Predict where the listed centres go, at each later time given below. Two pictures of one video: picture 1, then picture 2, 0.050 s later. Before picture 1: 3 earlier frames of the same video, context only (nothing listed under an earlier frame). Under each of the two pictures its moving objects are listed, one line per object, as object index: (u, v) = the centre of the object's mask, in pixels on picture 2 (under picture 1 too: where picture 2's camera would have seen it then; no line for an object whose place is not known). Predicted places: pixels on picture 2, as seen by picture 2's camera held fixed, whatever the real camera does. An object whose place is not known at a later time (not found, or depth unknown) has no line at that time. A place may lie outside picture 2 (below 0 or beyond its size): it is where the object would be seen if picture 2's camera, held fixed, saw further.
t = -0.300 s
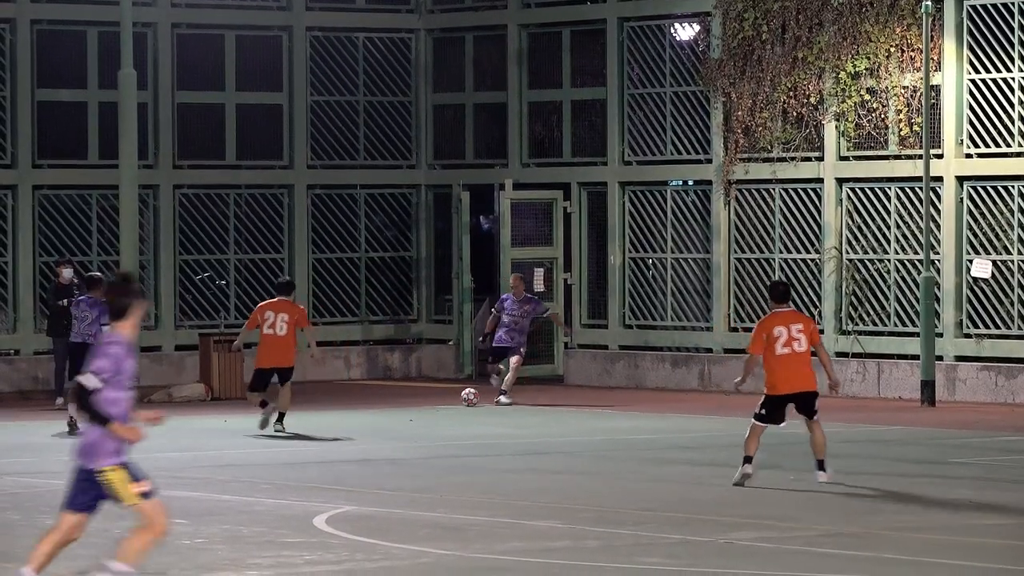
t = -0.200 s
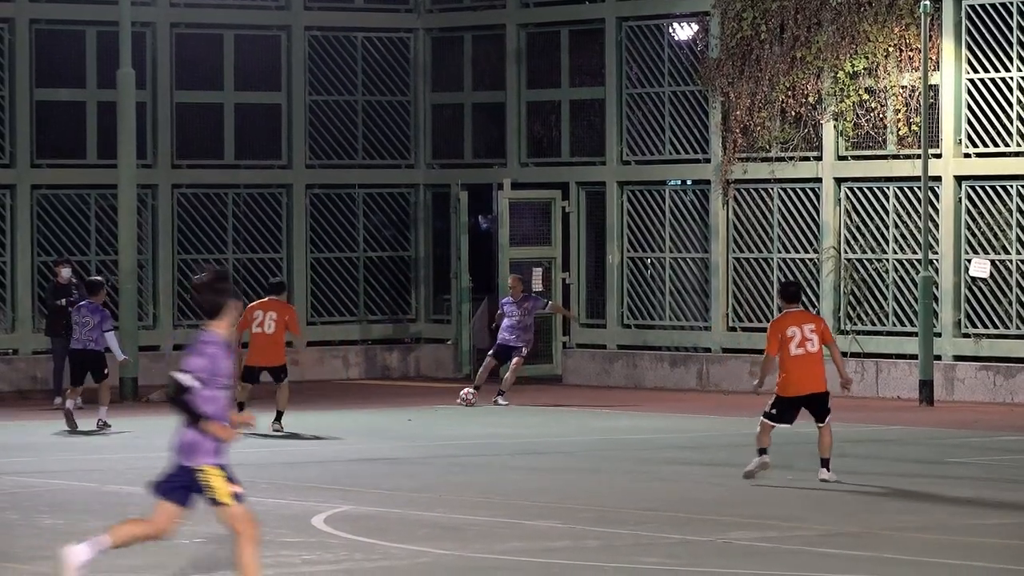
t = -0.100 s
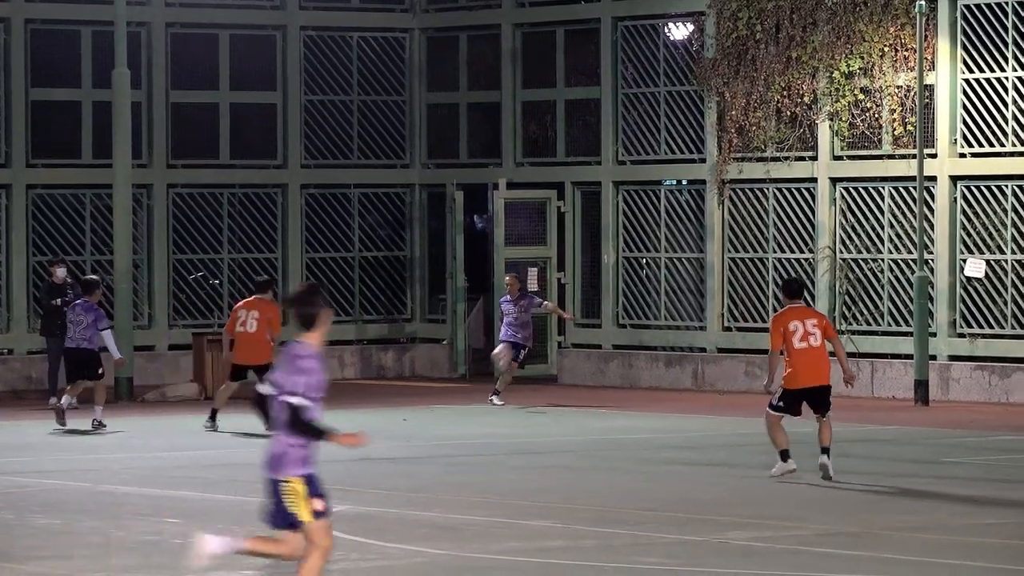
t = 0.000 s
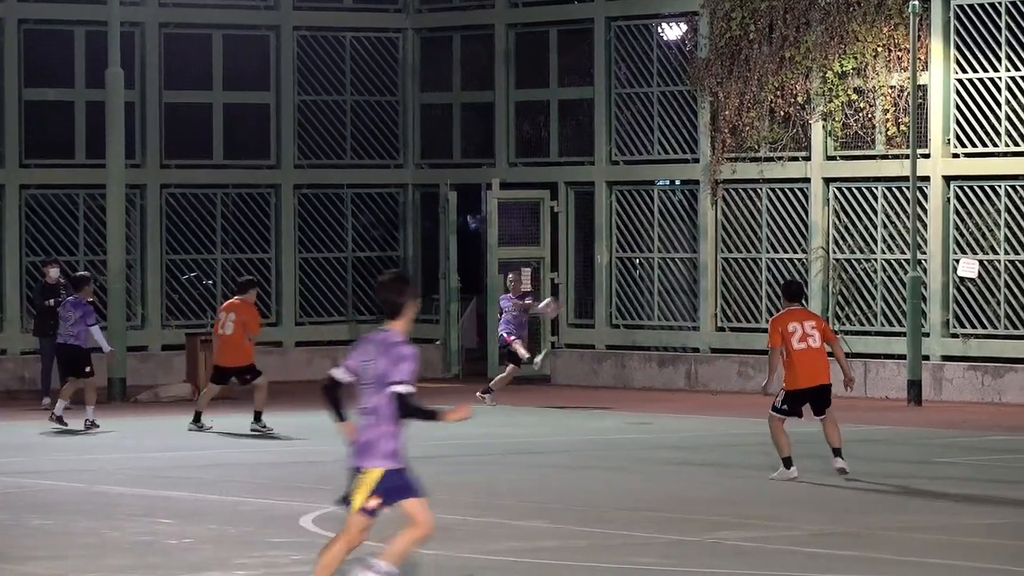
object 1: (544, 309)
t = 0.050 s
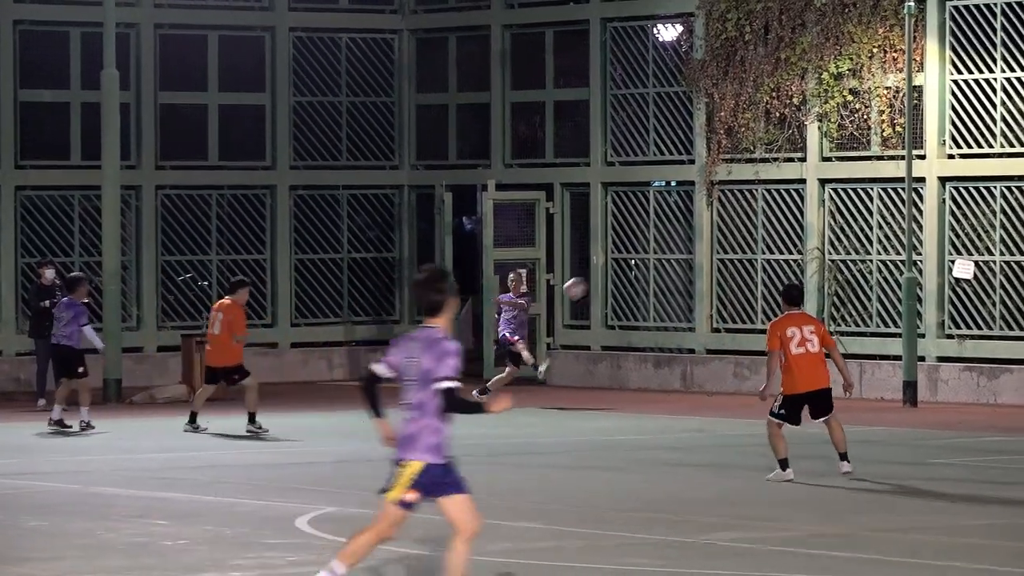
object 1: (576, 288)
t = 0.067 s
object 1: (582, 283)
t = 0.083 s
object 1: (593, 275)
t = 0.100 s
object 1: (605, 269)
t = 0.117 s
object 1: (617, 263)
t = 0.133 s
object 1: (626, 258)
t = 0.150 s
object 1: (637, 251)
